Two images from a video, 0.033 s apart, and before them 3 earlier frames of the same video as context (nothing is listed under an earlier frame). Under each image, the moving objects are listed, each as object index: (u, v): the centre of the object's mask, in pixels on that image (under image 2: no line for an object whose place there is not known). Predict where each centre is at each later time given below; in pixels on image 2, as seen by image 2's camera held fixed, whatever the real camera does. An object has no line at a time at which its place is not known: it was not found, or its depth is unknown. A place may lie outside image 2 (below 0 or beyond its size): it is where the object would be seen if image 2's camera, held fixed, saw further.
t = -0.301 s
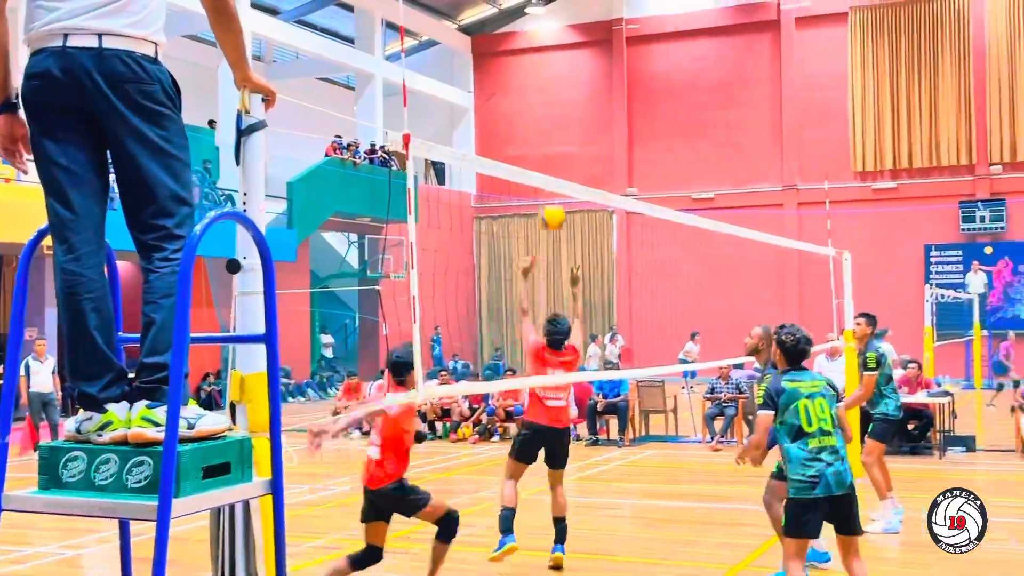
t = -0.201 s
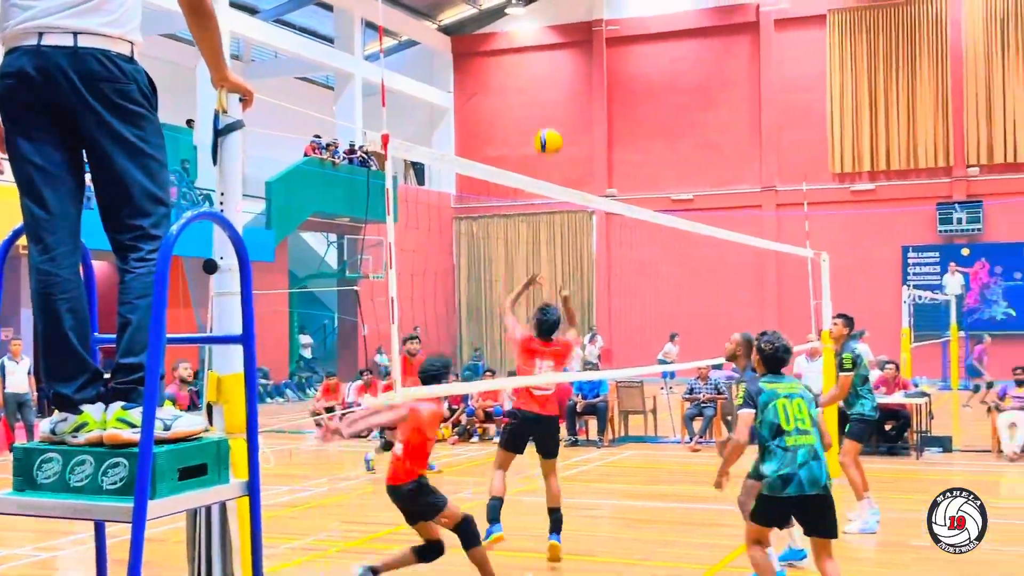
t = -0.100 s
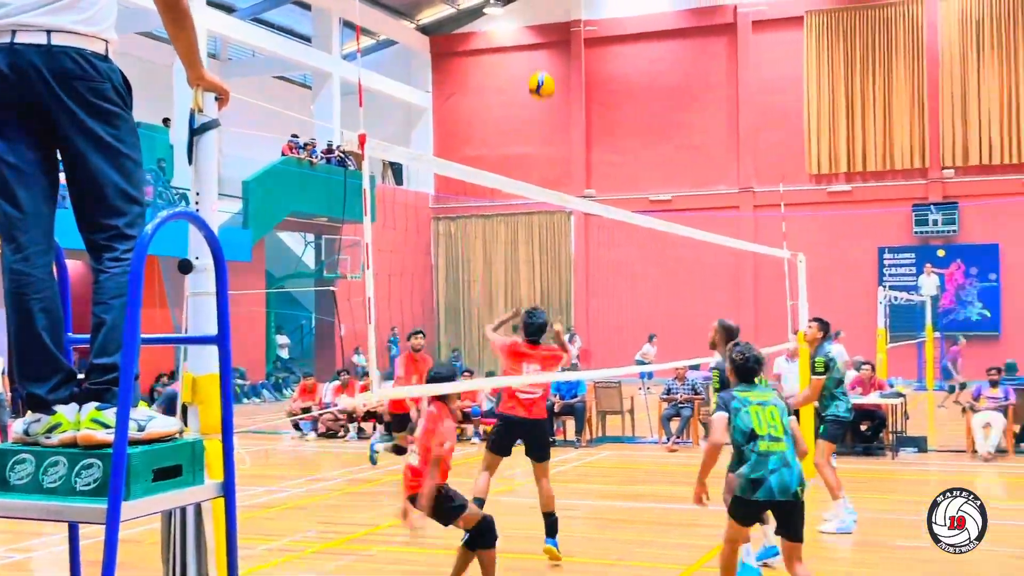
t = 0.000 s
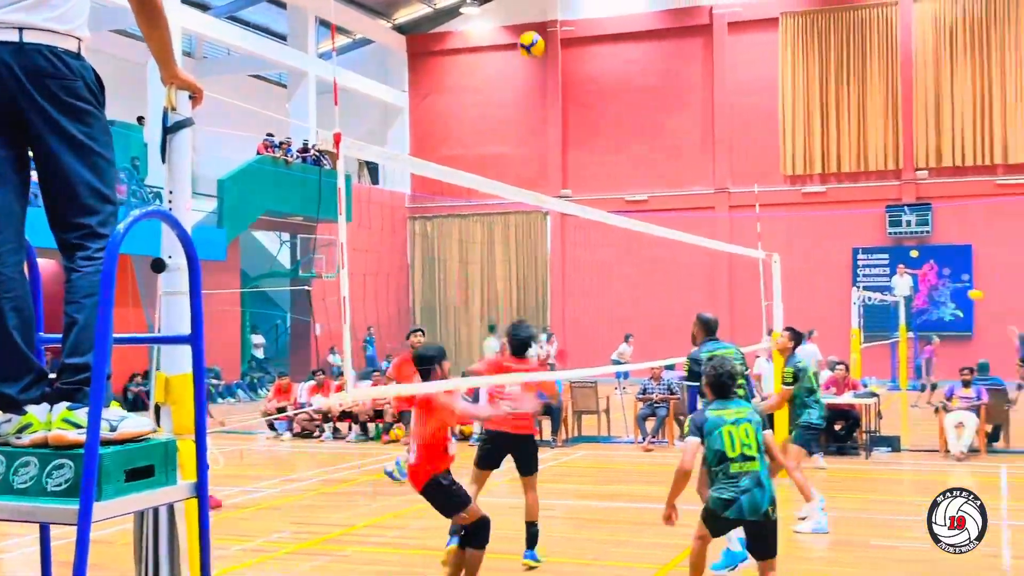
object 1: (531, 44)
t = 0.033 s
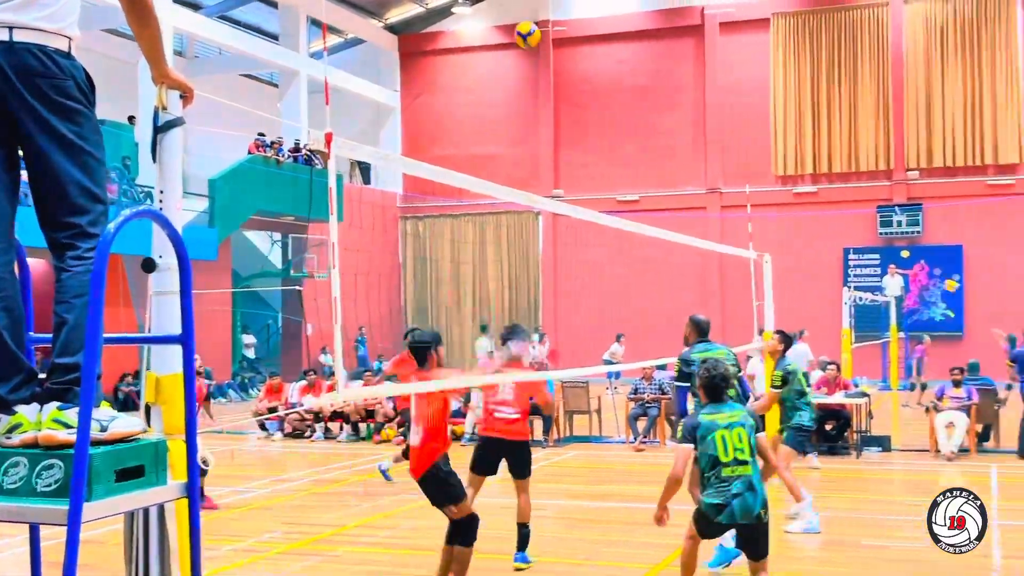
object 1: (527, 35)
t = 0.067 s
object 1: (531, 26)
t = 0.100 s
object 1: (536, 19)
